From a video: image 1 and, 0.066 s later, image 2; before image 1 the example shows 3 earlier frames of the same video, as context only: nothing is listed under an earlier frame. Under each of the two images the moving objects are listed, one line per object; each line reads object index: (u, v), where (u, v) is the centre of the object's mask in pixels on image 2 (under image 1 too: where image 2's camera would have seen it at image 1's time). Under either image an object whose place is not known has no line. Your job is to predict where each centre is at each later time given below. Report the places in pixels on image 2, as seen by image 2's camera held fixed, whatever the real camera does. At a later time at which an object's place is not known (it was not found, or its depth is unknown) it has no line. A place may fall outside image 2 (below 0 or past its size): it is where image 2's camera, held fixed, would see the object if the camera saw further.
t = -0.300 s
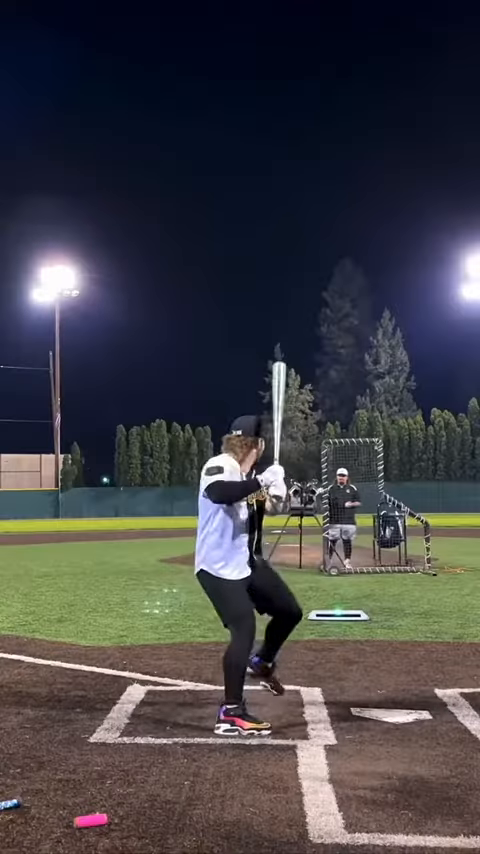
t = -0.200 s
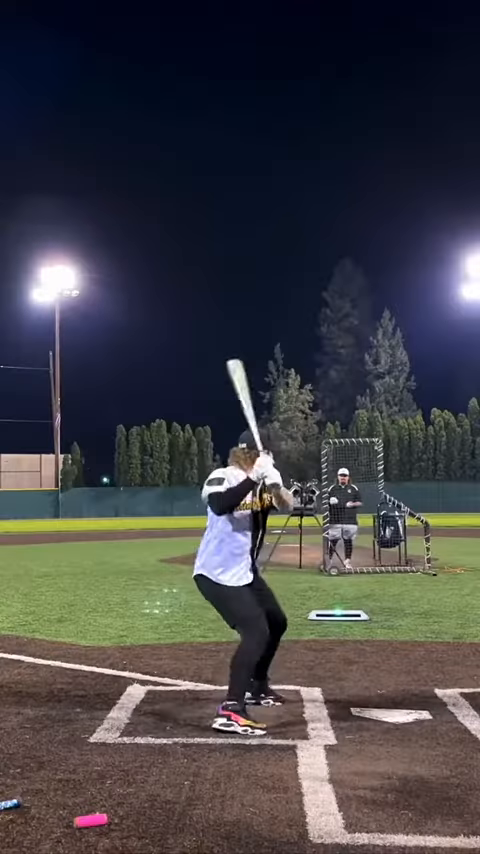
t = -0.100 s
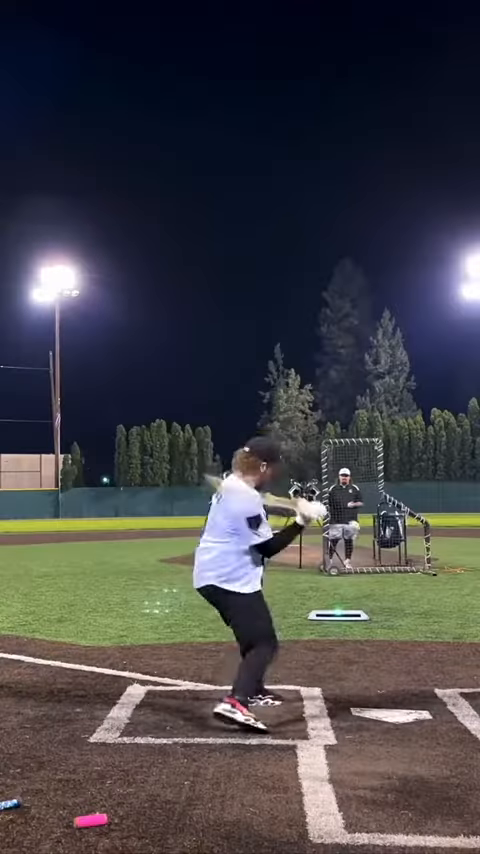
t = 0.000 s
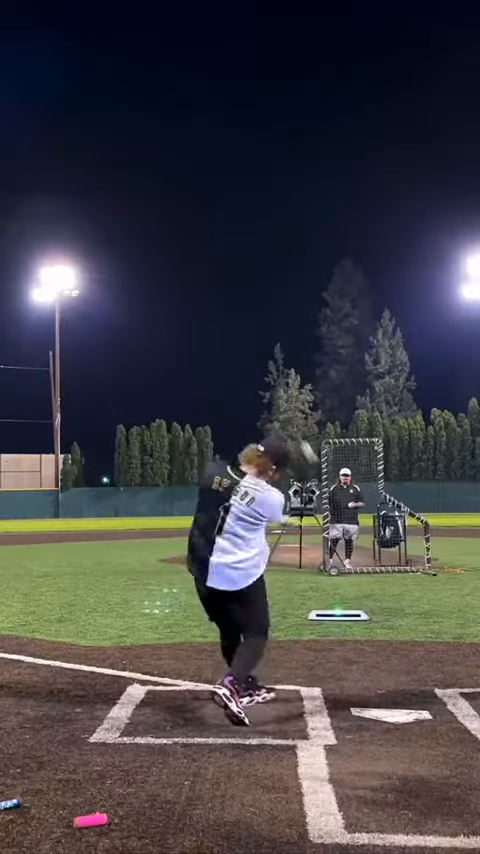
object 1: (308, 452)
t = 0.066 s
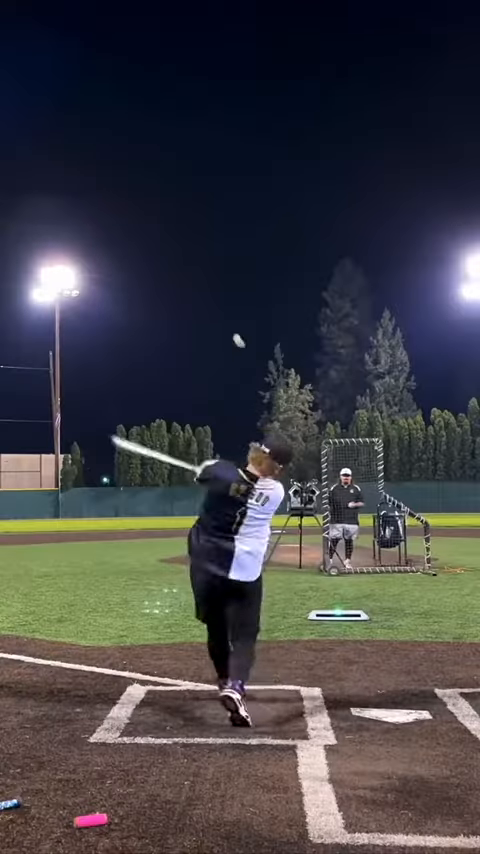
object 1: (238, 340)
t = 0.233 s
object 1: (156, 212)
